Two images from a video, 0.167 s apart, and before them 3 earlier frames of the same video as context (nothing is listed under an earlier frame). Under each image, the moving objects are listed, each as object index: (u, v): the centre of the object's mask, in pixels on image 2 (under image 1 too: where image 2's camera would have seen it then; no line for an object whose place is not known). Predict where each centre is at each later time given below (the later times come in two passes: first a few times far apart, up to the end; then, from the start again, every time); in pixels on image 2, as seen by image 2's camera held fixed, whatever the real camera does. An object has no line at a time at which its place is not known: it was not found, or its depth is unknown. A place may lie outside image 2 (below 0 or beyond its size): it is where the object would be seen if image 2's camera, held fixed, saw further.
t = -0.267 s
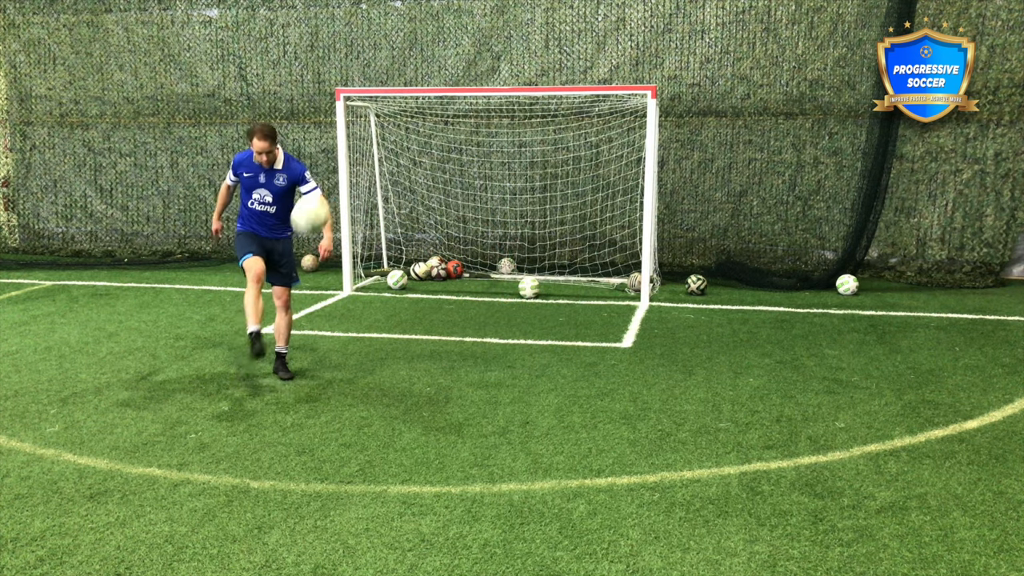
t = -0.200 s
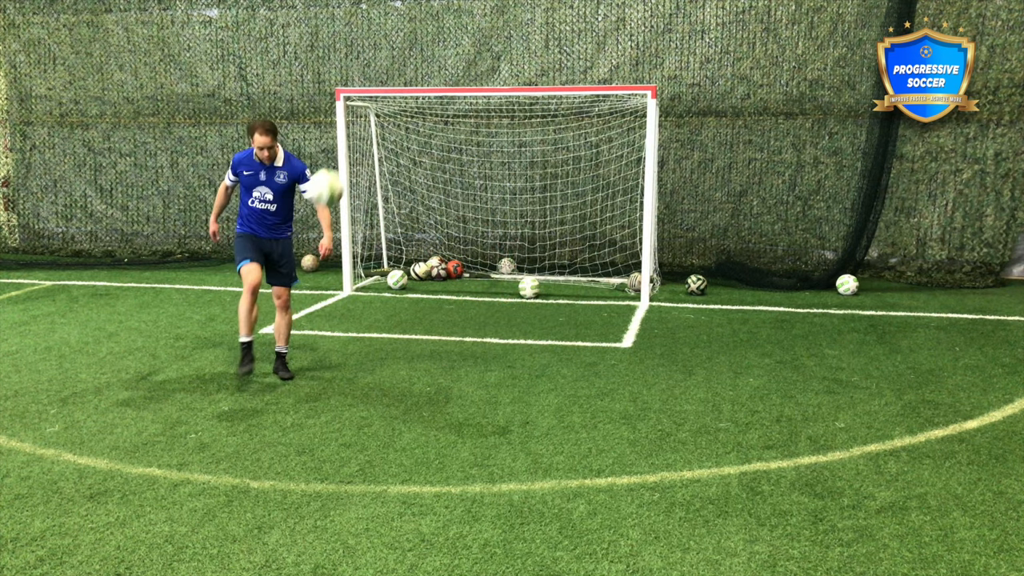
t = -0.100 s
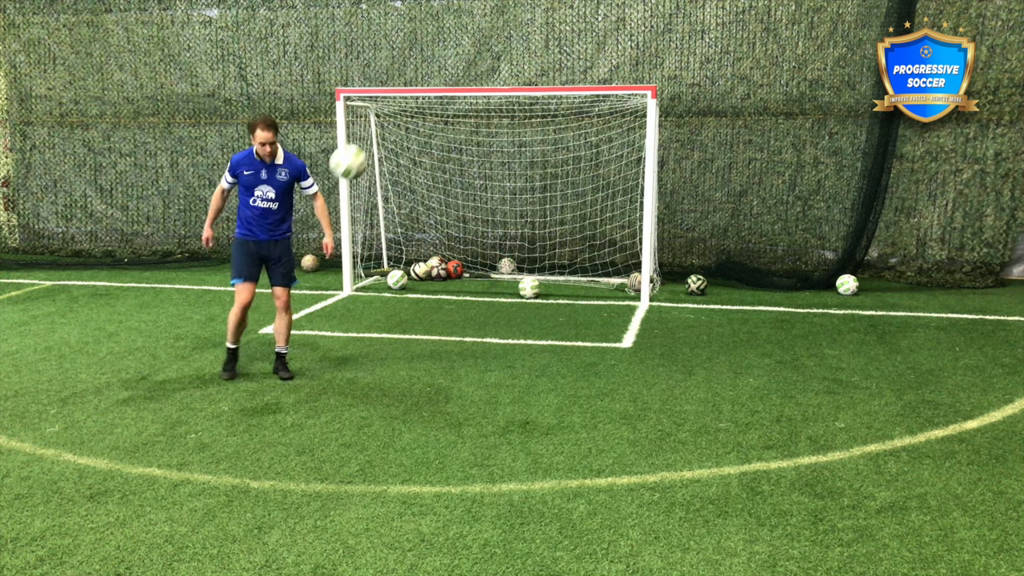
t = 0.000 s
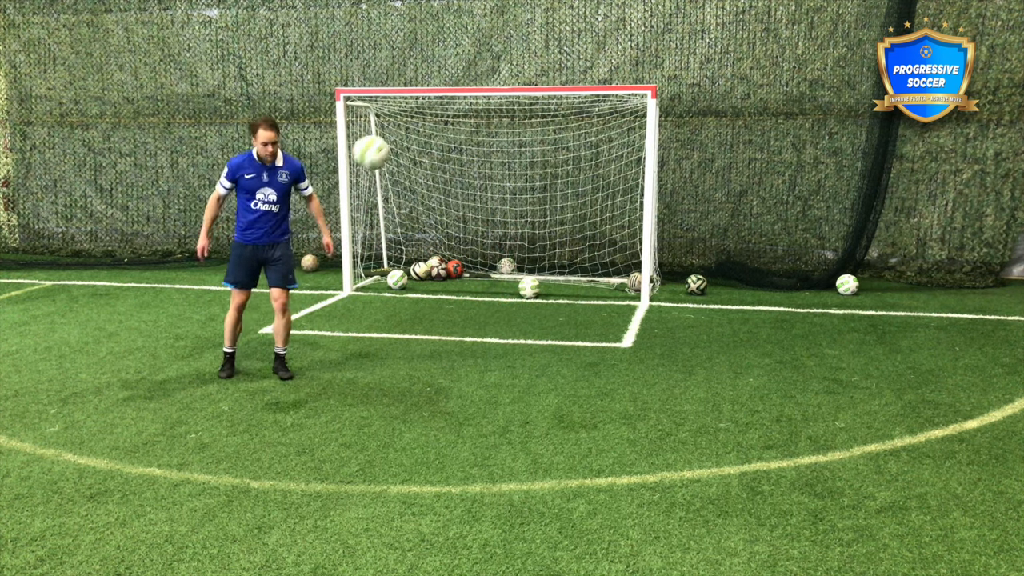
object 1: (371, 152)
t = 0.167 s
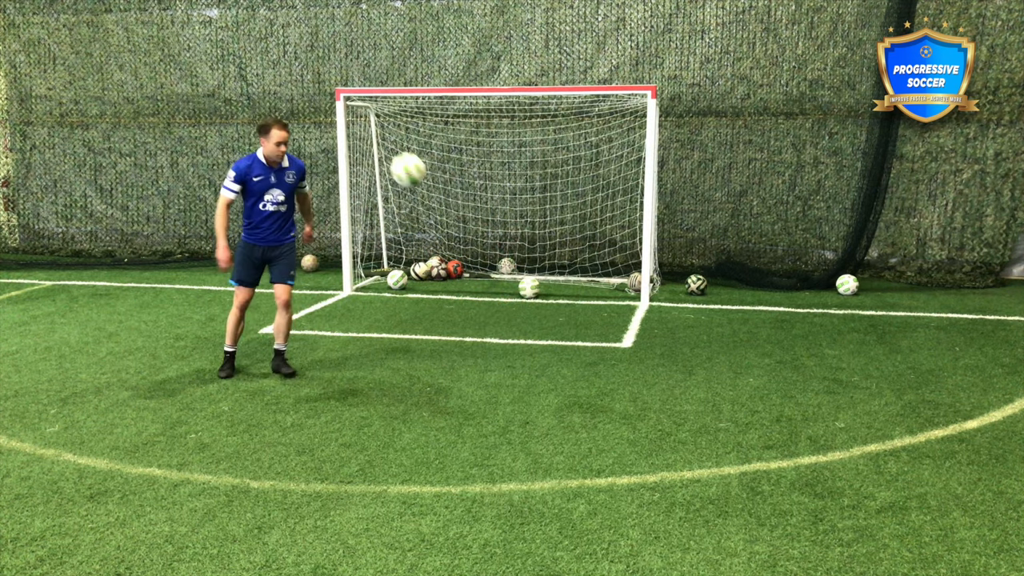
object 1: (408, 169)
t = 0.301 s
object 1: (435, 211)
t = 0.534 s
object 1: (480, 336)
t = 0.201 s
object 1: (414, 177)
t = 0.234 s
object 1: (422, 187)
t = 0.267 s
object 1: (428, 198)
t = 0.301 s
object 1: (435, 211)
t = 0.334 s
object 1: (442, 225)
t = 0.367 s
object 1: (448, 240)
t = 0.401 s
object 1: (456, 257)
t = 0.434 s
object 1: (462, 275)
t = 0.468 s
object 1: (468, 294)
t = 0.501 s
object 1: (474, 315)
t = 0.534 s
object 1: (480, 336)
